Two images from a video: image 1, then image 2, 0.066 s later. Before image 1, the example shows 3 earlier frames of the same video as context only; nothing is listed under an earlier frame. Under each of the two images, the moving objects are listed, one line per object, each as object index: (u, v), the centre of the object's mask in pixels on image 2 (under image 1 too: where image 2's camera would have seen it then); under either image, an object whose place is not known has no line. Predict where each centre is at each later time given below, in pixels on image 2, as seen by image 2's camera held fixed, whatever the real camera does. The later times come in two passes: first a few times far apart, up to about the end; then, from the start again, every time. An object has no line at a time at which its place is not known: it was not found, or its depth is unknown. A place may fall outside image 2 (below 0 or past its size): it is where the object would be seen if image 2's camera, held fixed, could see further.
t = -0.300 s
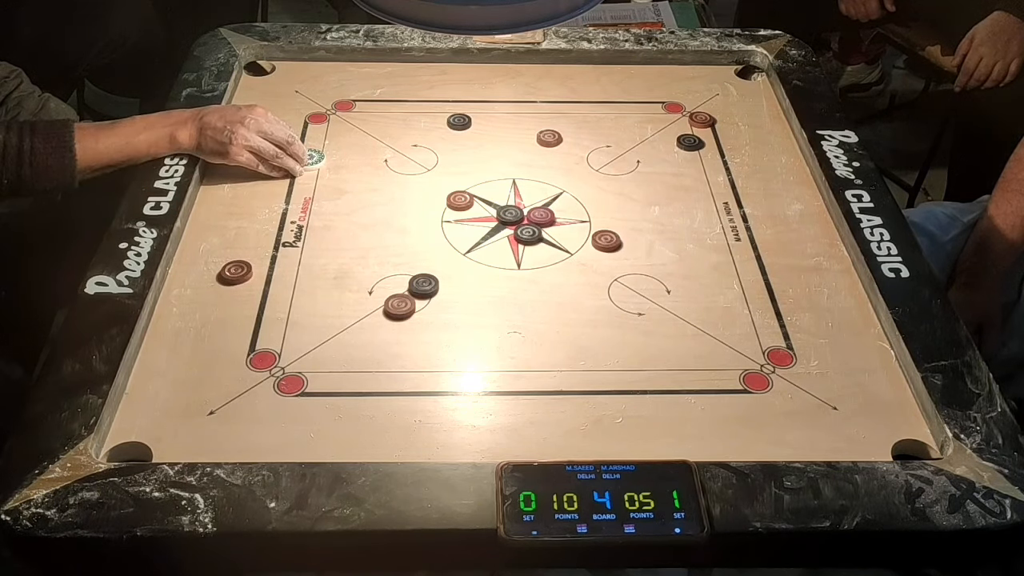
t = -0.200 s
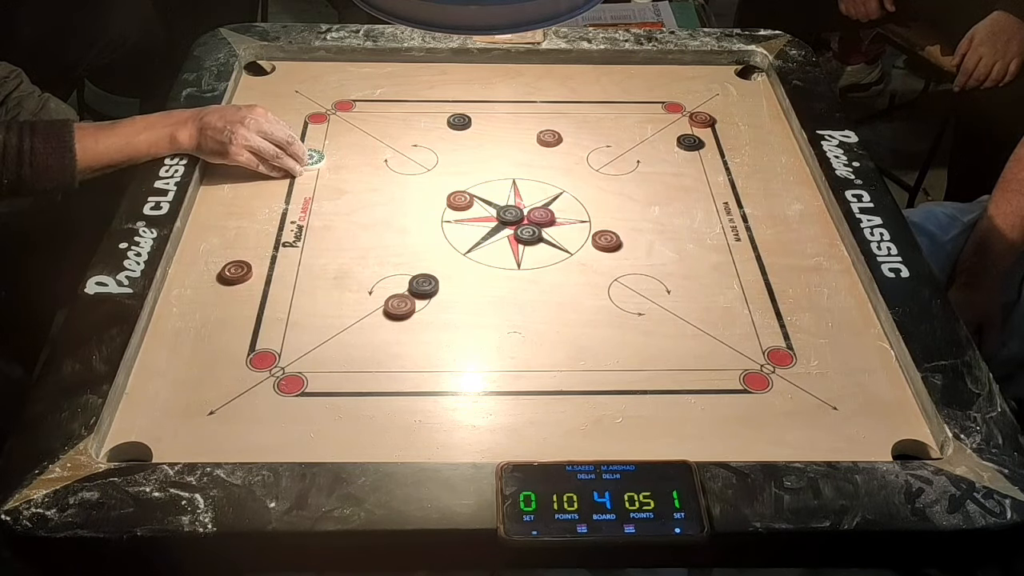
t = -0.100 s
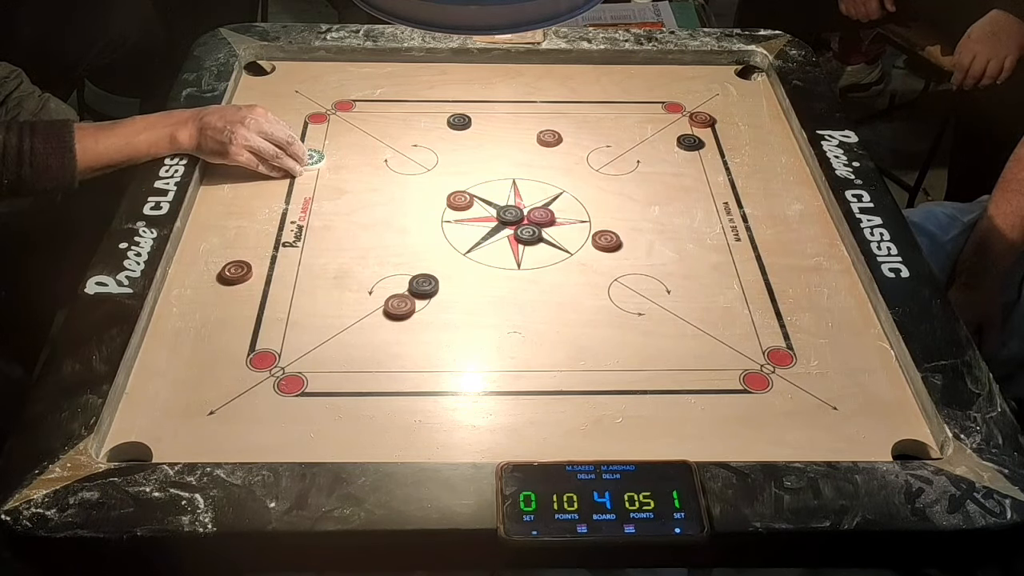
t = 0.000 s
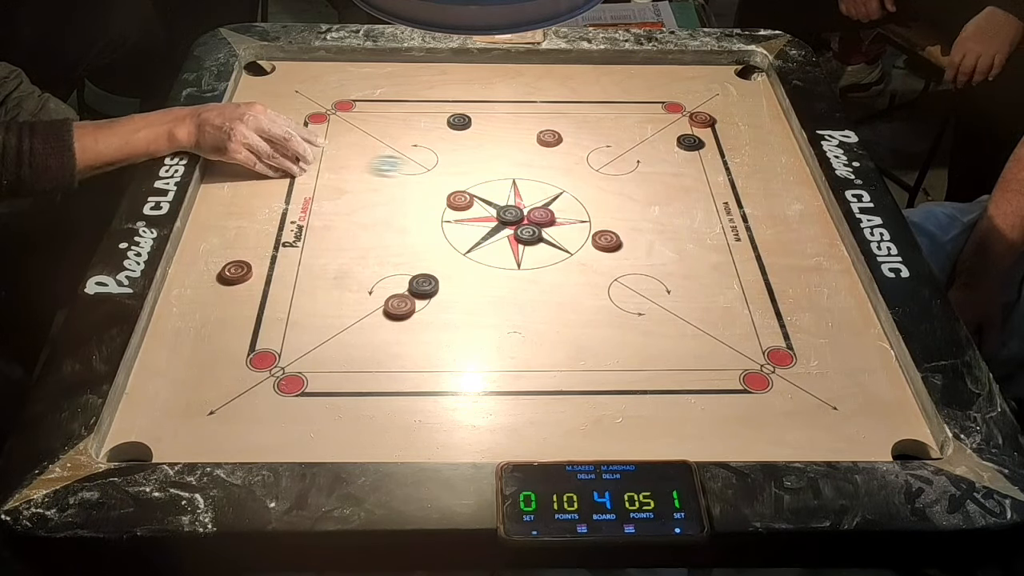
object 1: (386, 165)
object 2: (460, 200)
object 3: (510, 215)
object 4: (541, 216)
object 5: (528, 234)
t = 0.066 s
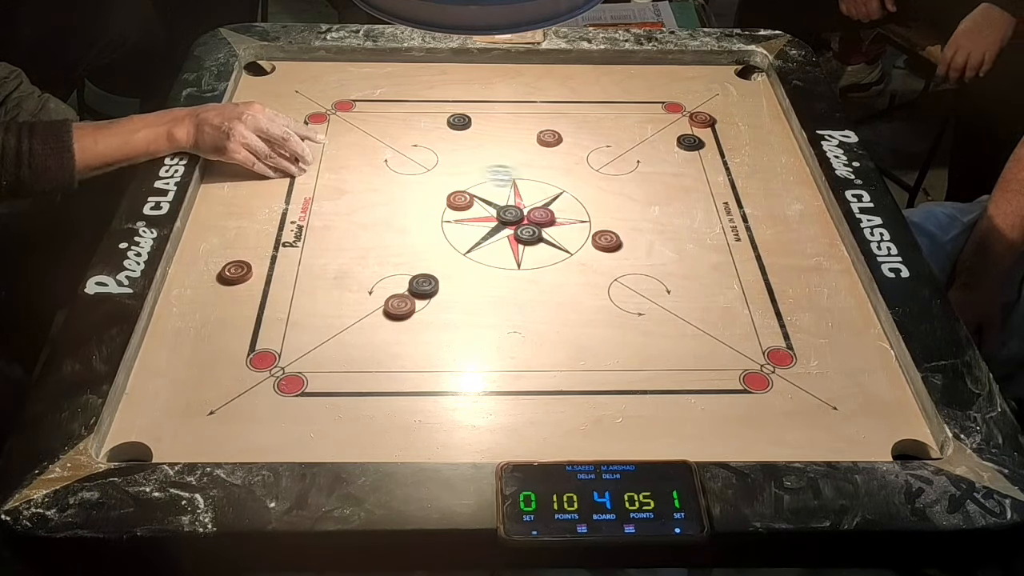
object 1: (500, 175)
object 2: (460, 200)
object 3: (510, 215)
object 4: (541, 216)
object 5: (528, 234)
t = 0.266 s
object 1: (797, 201)
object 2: (460, 200)
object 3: (510, 215)
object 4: (541, 216)
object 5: (528, 234)
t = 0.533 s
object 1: (543, 206)
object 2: (448, 192)
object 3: (441, 225)
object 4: (506, 224)
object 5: (514, 250)
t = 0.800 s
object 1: (503, 197)
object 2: (407, 164)
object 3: (278, 279)
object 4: (435, 238)
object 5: (490, 279)
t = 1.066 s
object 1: (502, 196)
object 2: (406, 163)
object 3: (220, 302)
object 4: (430, 238)
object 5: (490, 279)
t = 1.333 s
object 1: (502, 196)
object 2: (406, 163)
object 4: (430, 238)
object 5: (490, 279)
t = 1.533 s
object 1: (502, 196)
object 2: (406, 163)
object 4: (430, 238)
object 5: (490, 279)
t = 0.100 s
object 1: (559, 179)
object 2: (460, 200)
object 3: (510, 215)
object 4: (541, 216)
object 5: (528, 234)
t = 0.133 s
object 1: (612, 185)
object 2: (460, 200)
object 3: (510, 215)
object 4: (541, 216)
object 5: (528, 234)
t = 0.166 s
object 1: (668, 189)
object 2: (460, 200)
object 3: (510, 215)
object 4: (541, 216)
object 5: (528, 234)
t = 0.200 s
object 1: (720, 193)
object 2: (460, 200)
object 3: (510, 215)
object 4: (541, 216)
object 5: (528, 234)
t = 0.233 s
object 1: (774, 198)
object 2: (460, 200)
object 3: (510, 215)
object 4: (541, 216)
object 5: (528, 234)
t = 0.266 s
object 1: (797, 201)
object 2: (460, 200)
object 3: (510, 215)
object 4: (541, 216)
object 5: (528, 234)
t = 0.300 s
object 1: (756, 203)
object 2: (460, 200)
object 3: (510, 215)
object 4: (541, 216)
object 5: (528, 234)
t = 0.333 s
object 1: (714, 205)
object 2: (460, 200)
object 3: (510, 215)
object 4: (541, 216)
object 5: (528, 234)
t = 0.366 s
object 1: (674, 207)
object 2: (460, 200)
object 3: (510, 215)
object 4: (541, 216)
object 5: (528, 234)
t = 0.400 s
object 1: (636, 208)
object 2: (460, 200)
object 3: (510, 215)
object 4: (541, 216)
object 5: (528, 234)
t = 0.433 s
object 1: (599, 210)
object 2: (460, 200)
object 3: (510, 215)
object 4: (541, 216)
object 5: (528, 234)
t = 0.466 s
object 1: (565, 211)
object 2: (460, 200)
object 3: (503, 215)
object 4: (537, 217)
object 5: (527, 235)
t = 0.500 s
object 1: (554, 208)
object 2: (457, 199)
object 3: (467, 217)
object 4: (519, 221)
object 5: (520, 243)
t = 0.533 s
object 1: (543, 206)
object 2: (448, 192)
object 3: (441, 225)
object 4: (506, 224)
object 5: (514, 250)
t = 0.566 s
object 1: (534, 204)
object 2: (439, 186)
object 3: (416, 233)
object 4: (492, 227)
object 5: (509, 257)
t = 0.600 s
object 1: (526, 202)
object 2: (431, 180)
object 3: (393, 240)
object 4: (479, 229)
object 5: (504, 262)
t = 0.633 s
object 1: (519, 201)
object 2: (425, 176)
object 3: (370, 247)
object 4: (468, 232)
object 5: (500, 267)
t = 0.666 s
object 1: (514, 199)
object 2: (419, 172)
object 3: (349, 254)
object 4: (459, 234)
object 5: (497, 271)
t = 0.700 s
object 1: (509, 199)
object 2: (415, 169)
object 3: (329, 261)
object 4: (451, 235)
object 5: (494, 274)
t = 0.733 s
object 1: (506, 198)
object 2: (411, 167)
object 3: (311, 267)
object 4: (444, 236)
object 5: (492, 277)
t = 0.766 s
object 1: (504, 197)
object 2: (409, 165)
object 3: (294, 273)
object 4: (439, 237)
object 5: (491, 278)
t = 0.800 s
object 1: (503, 197)
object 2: (407, 164)
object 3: (278, 279)
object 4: (435, 238)
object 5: (490, 279)
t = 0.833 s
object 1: (503, 197)
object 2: (406, 163)
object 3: (264, 284)
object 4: (432, 238)
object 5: (490, 279)
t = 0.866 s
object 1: (502, 196)
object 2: (406, 163)
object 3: (252, 289)
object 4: (430, 238)
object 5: (490, 279)
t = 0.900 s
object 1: (502, 196)
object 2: (406, 163)
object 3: (242, 293)
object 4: (430, 238)
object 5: (490, 279)
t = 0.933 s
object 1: (502, 196)
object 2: (406, 163)
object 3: (234, 296)
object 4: (430, 238)
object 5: (490, 279)
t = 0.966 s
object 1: (502, 196)
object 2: (406, 163)
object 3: (228, 299)
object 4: (430, 238)
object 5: (490, 279)
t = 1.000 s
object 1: (502, 196)
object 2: (406, 163)
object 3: (223, 300)
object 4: (430, 238)
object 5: (490, 279)
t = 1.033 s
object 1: (502, 196)
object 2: (406, 163)
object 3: (221, 302)
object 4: (430, 238)
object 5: (490, 279)
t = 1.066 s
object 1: (502, 196)
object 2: (406, 163)
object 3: (220, 302)
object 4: (430, 238)
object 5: (490, 279)
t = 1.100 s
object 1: (502, 196)
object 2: (406, 163)
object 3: (220, 302)
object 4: (430, 238)
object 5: (490, 279)
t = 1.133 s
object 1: (502, 196)
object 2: (406, 163)
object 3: (220, 302)
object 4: (430, 238)
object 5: (490, 279)
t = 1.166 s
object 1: (502, 196)
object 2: (406, 163)
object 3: (220, 302)
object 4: (430, 238)
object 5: (490, 279)
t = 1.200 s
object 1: (502, 196)
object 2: (406, 163)
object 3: (220, 302)
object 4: (430, 238)
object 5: (490, 279)
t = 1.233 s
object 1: (502, 196)
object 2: (406, 163)
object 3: (220, 302)
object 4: (430, 238)
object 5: (490, 279)
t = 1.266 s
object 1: (502, 196)
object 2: (406, 163)
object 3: (220, 302)
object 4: (430, 238)
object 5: (490, 279)
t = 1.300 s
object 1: (502, 196)
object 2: (406, 163)
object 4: (430, 238)
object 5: (490, 279)
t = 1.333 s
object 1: (502, 196)
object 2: (406, 163)
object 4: (430, 238)
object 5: (490, 279)
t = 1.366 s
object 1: (502, 196)
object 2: (406, 163)
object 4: (430, 238)
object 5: (490, 279)
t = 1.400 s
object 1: (502, 196)
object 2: (406, 163)
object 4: (430, 238)
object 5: (490, 279)
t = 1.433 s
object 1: (502, 196)
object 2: (406, 163)
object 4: (430, 238)
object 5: (490, 279)
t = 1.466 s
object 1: (502, 196)
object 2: (406, 163)
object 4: (430, 238)
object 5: (490, 279)
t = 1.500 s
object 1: (502, 196)
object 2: (406, 163)
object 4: (430, 238)
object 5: (490, 279)
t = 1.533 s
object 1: (502, 196)
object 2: (406, 163)
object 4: (430, 238)
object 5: (490, 279)
